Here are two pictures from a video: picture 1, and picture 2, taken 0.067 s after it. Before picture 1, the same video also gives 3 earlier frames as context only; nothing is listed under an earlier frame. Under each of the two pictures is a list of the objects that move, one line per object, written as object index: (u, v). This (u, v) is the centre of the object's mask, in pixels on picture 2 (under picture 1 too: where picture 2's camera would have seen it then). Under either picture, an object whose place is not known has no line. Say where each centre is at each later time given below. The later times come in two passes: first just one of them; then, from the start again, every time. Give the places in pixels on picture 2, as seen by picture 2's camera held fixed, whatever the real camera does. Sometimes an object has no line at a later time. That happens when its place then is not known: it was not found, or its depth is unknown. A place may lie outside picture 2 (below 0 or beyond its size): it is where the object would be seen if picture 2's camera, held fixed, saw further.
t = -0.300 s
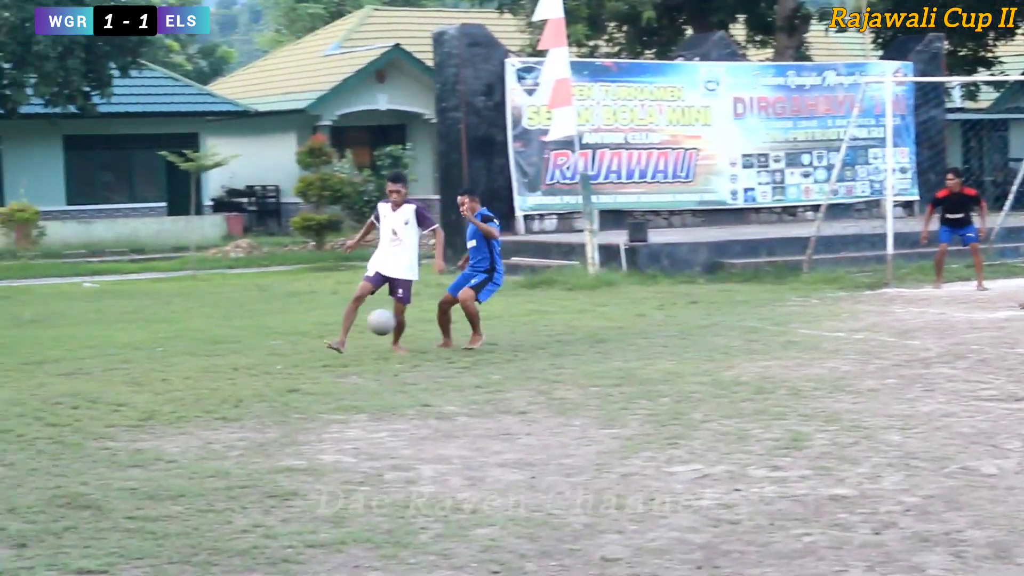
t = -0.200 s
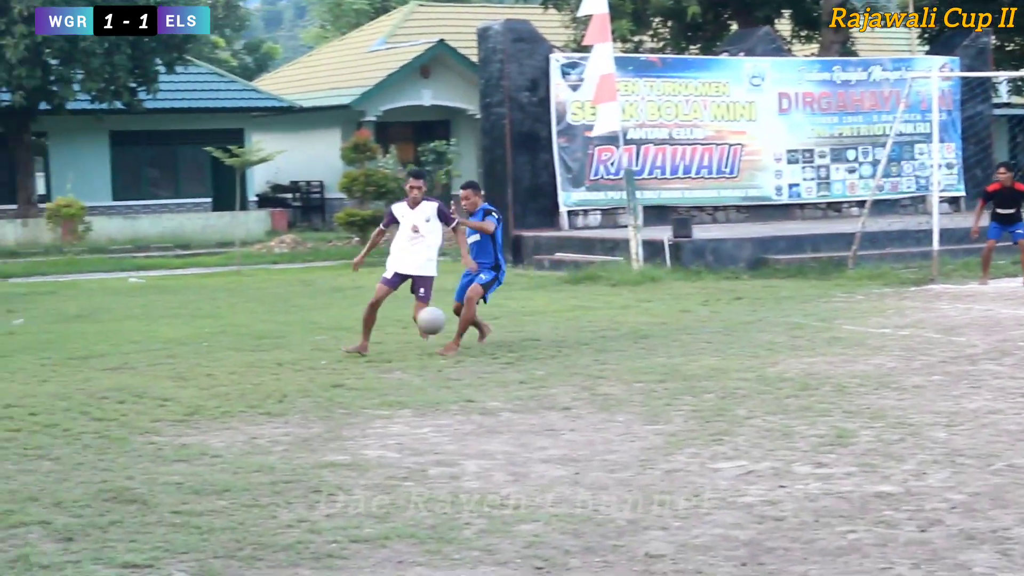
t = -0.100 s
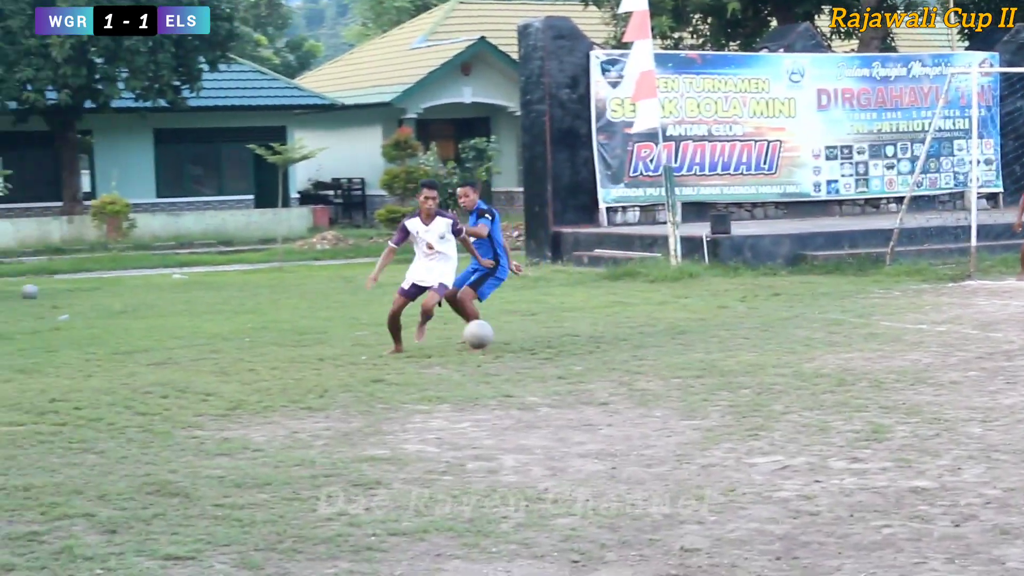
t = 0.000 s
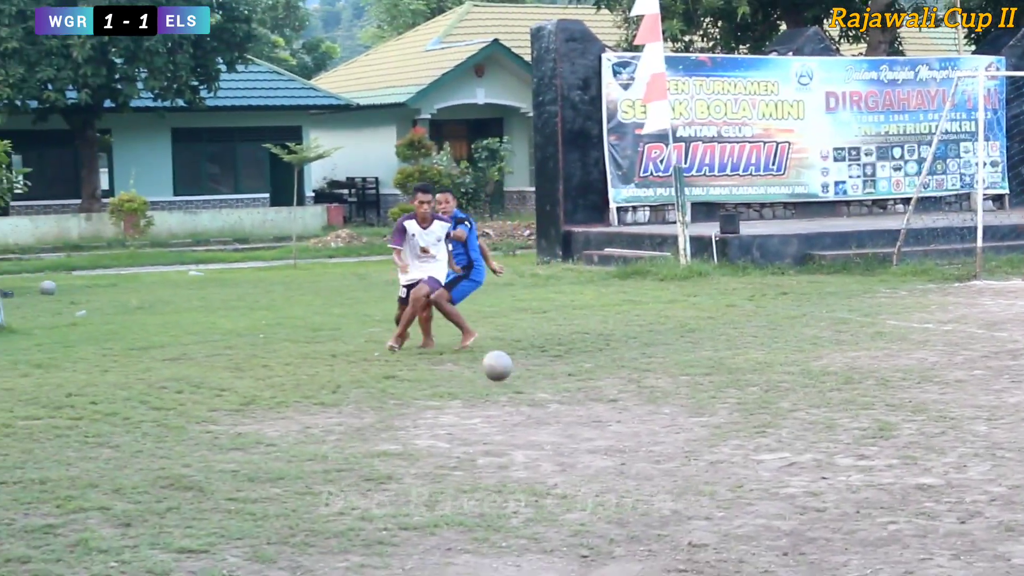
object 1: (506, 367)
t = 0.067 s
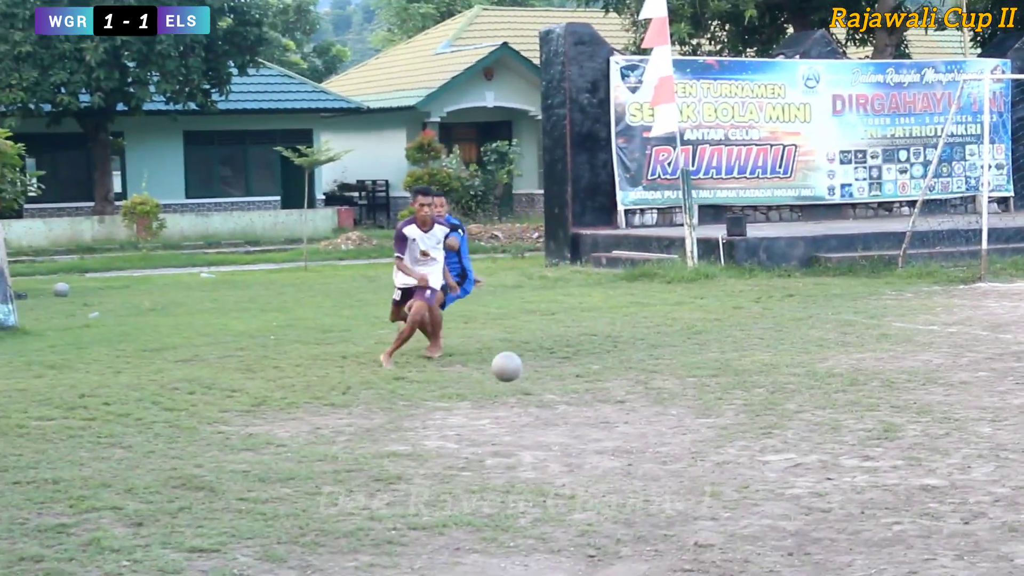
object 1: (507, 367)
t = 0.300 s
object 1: (509, 352)
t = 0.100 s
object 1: (507, 360)
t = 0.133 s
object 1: (507, 355)
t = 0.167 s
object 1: (508, 351)
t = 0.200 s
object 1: (508, 349)
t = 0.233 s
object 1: (507, 348)
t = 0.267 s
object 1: (508, 349)
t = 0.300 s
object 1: (509, 352)
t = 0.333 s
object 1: (510, 358)
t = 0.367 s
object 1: (510, 365)
